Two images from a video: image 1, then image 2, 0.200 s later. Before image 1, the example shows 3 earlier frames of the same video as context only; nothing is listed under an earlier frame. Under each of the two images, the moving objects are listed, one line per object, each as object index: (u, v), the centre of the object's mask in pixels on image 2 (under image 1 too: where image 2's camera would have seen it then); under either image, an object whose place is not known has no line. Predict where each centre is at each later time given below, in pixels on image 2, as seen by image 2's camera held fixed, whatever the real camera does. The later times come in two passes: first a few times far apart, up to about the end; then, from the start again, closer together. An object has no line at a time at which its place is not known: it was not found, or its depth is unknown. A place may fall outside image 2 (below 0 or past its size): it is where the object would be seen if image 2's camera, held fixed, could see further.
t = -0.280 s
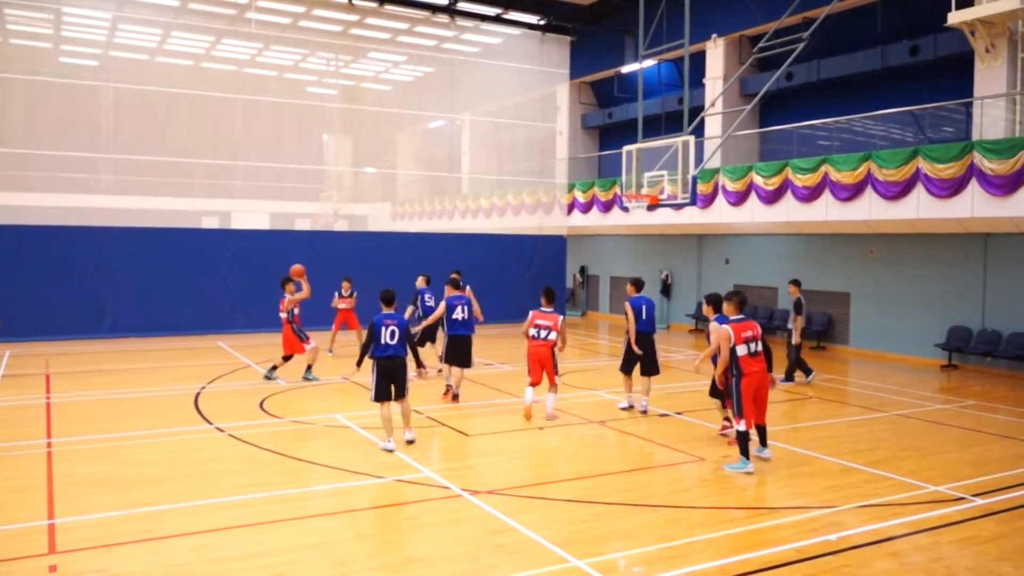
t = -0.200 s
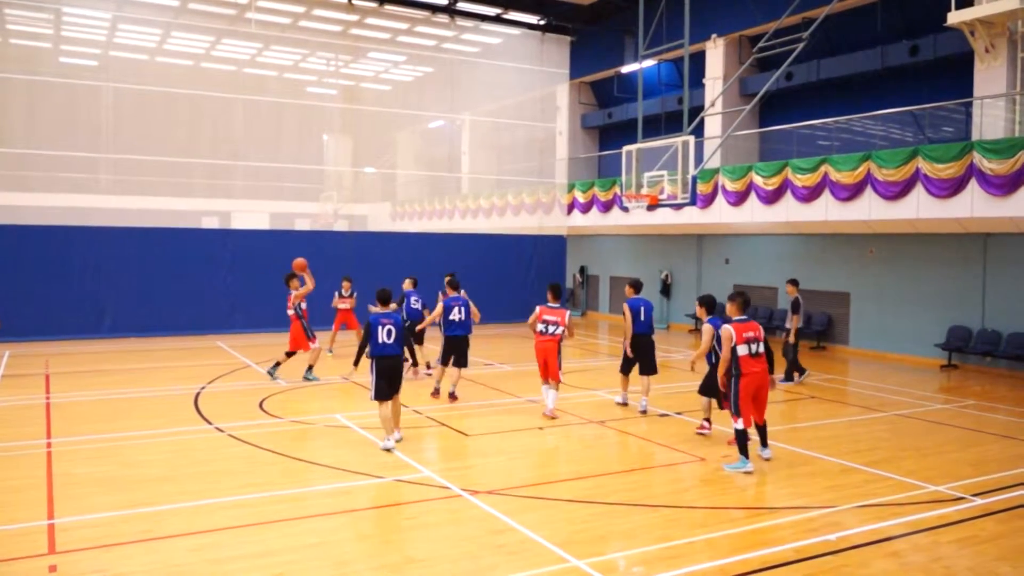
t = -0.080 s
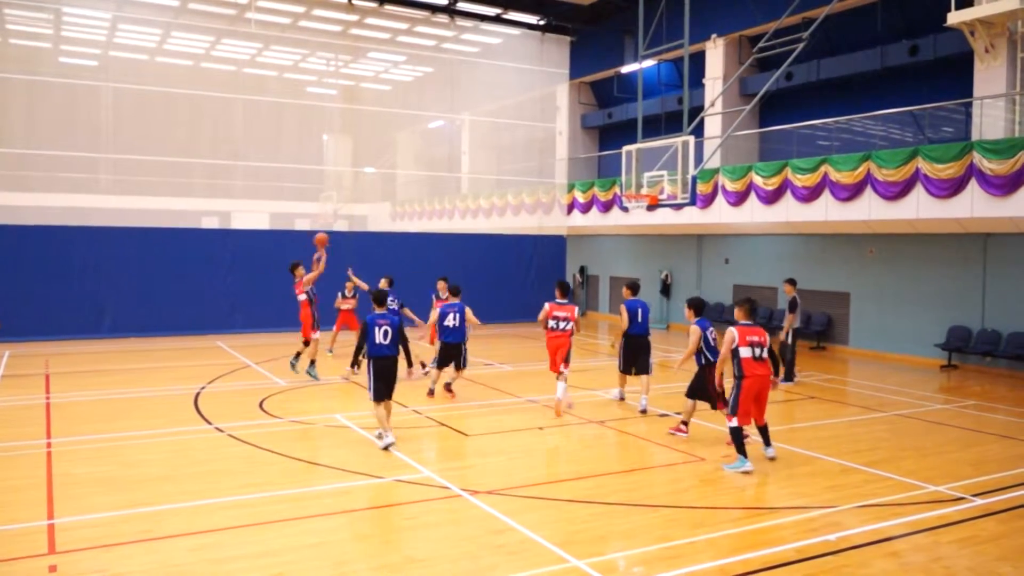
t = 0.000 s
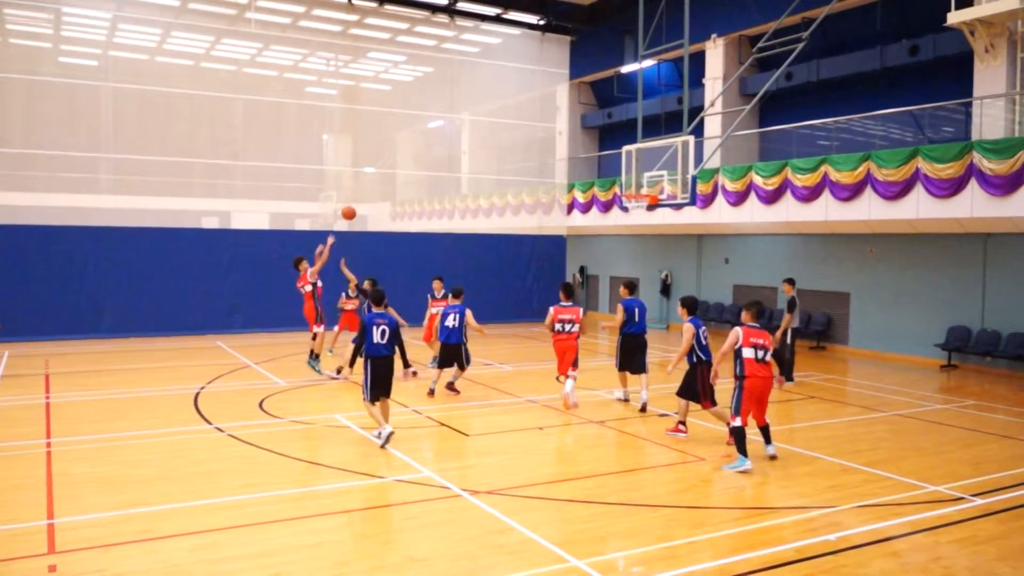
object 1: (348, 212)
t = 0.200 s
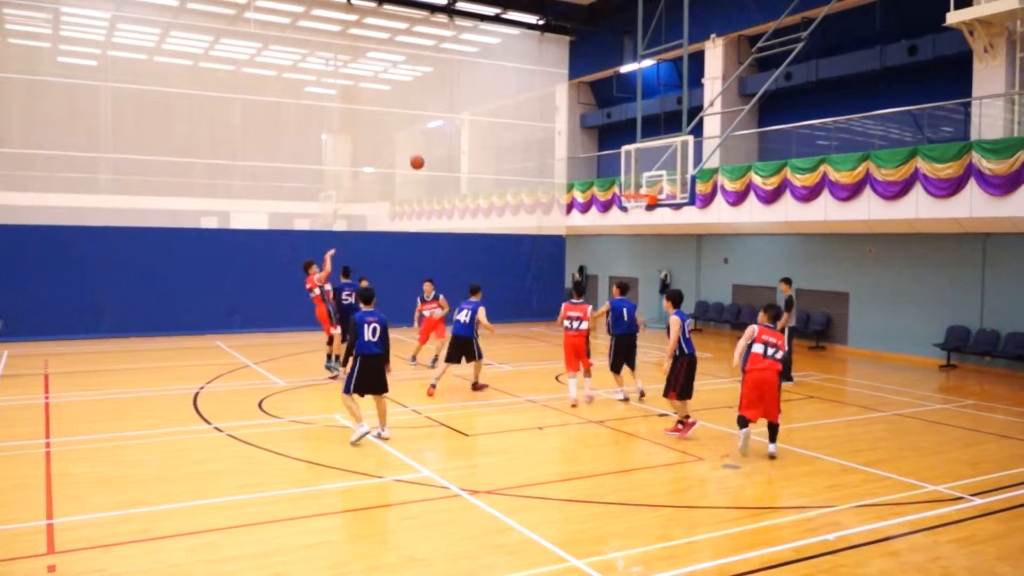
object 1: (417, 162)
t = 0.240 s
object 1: (430, 155)
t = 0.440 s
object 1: (497, 133)
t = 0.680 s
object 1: (575, 142)
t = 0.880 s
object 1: (638, 171)
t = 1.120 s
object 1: (654, 160)
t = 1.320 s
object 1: (655, 144)
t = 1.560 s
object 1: (656, 157)
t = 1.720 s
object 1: (657, 190)
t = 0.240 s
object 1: (430, 155)
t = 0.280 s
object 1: (444, 148)
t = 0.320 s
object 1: (457, 143)
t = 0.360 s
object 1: (471, 139)
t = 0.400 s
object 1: (484, 135)
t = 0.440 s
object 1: (497, 133)
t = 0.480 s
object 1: (510, 132)
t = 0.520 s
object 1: (523, 132)
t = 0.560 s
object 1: (537, 132)
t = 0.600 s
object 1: (549, 135)
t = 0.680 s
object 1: (575, 142)
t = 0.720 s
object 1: (586, 144)
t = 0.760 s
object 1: (600, 149)
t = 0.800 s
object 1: (612, 156)
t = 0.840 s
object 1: (625, 164)
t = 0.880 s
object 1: (638, 171)
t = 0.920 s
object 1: (649, 181)
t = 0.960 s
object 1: (653, 189)
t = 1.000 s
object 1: (653, 181)
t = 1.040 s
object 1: (653, 173)
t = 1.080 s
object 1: (653, 165)
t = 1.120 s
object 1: (654, 160)
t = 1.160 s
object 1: (654, 155)
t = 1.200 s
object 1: (654, 151)
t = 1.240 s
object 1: (654, 147)
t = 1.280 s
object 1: (655, 145)
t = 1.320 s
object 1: (655, 144)
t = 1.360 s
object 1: (655, 144)
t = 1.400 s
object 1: (655, 144)
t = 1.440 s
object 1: (656, 145)
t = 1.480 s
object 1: (656, 148)
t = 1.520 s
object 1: (655, 152)
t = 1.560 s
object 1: (656, 157)
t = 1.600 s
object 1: (656, 162)
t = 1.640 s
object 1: (657, 171)
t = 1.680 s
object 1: (656, 180)
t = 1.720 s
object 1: (657, 190)
